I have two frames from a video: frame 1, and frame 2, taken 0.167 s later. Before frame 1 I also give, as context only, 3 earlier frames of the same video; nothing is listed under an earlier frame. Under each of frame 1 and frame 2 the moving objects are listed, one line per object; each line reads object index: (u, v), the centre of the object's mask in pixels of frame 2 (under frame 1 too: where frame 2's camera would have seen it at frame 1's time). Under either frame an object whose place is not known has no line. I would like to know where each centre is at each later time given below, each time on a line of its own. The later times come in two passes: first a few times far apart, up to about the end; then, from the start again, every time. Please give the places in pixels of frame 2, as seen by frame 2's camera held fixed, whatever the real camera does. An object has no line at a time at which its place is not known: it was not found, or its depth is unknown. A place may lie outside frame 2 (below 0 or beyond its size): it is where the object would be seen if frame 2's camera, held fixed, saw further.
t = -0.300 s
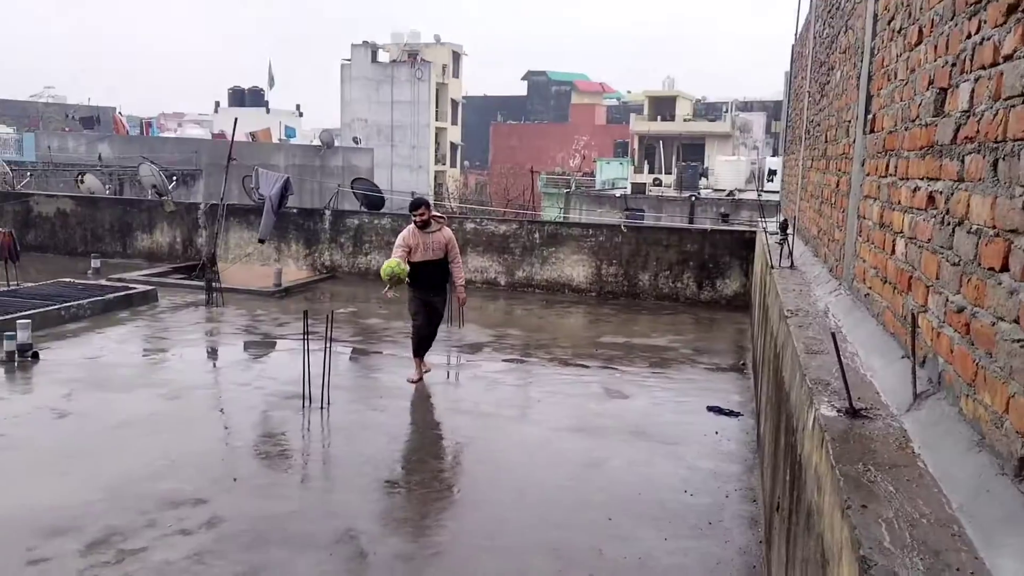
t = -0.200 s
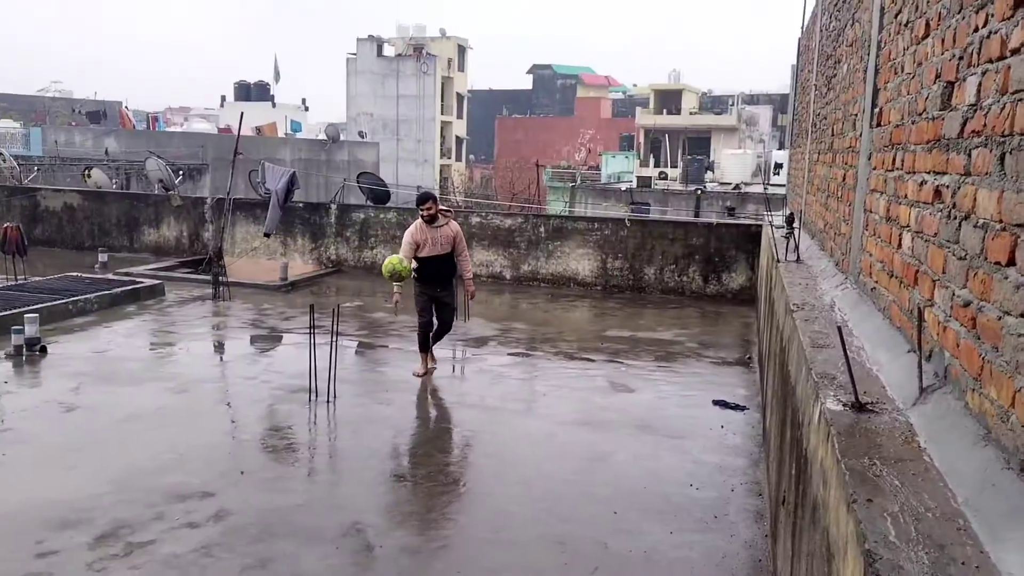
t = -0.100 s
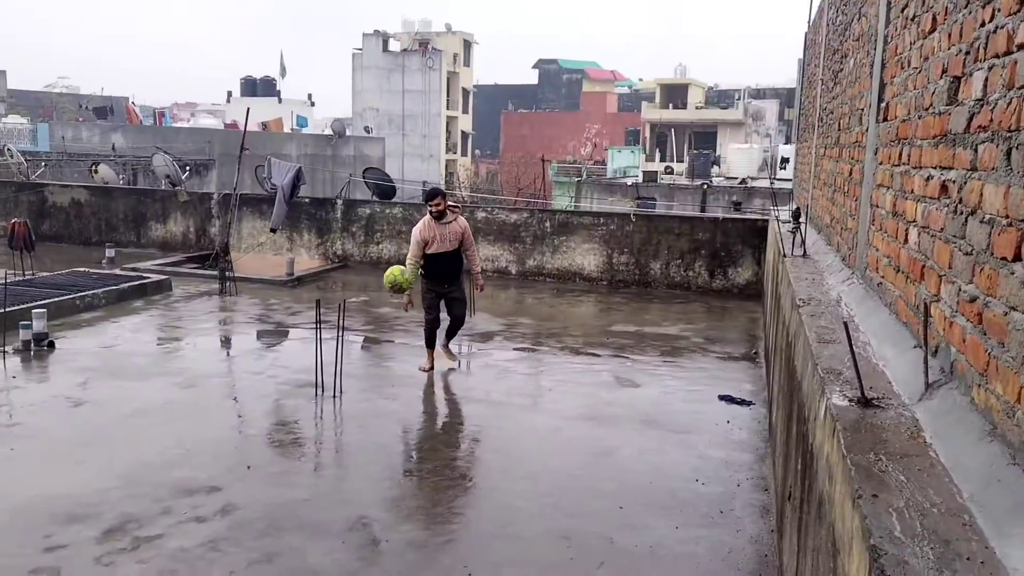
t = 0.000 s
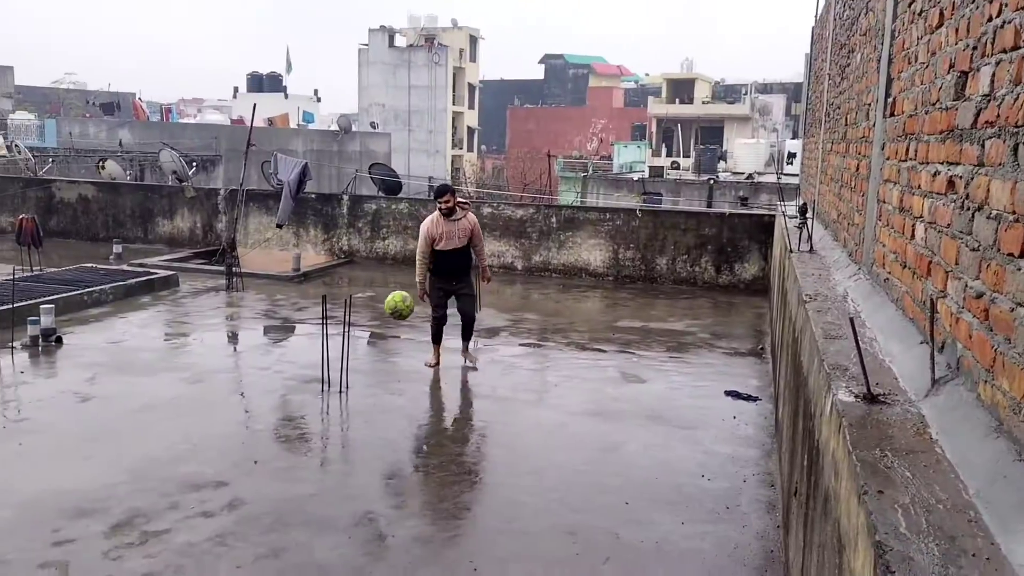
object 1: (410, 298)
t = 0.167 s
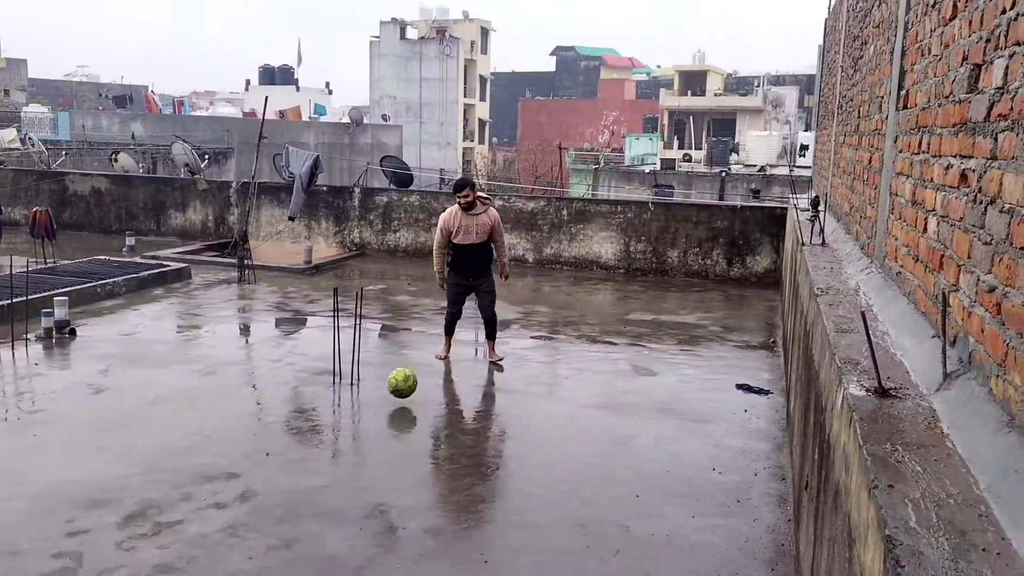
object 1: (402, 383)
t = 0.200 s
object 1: (401, 393)
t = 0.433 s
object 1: (395, 352)
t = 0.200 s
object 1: (401, 393)
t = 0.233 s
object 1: (400, 382)
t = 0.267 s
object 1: (400, 374)
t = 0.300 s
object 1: (399, 367)
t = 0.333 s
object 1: (398, 361)
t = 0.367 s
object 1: (397, 357)
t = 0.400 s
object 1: (396, 354)
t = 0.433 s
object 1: (395, 352)
